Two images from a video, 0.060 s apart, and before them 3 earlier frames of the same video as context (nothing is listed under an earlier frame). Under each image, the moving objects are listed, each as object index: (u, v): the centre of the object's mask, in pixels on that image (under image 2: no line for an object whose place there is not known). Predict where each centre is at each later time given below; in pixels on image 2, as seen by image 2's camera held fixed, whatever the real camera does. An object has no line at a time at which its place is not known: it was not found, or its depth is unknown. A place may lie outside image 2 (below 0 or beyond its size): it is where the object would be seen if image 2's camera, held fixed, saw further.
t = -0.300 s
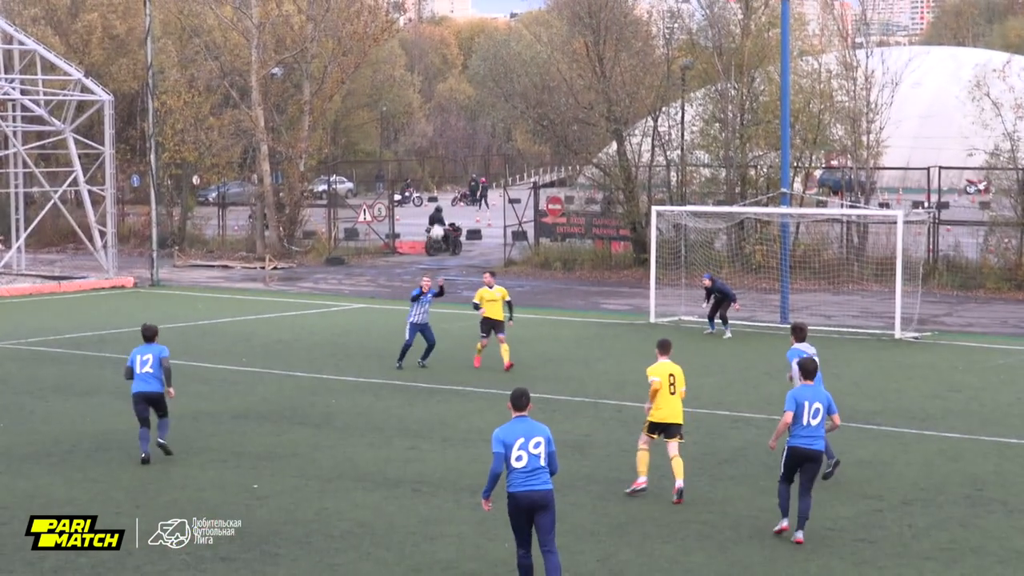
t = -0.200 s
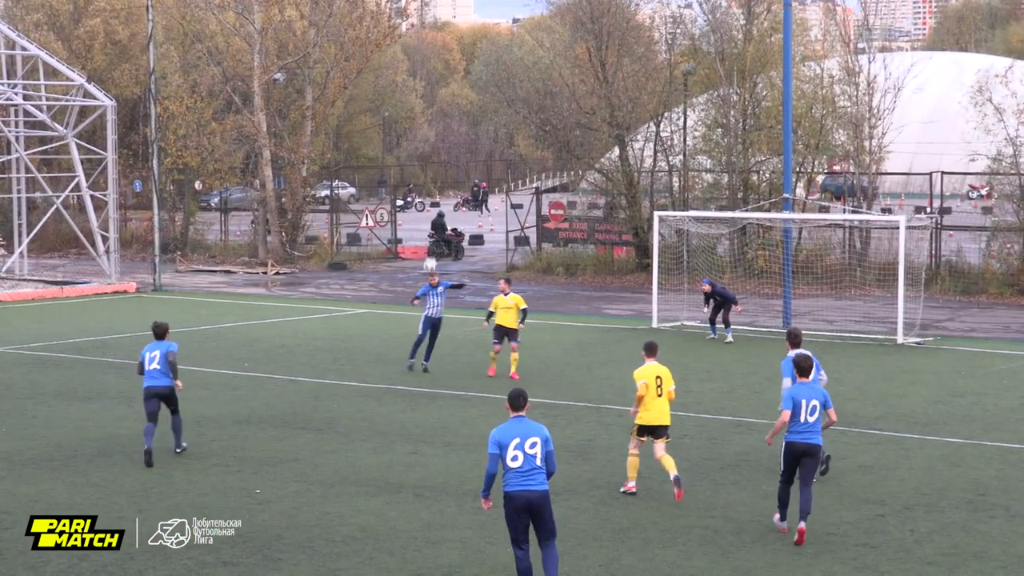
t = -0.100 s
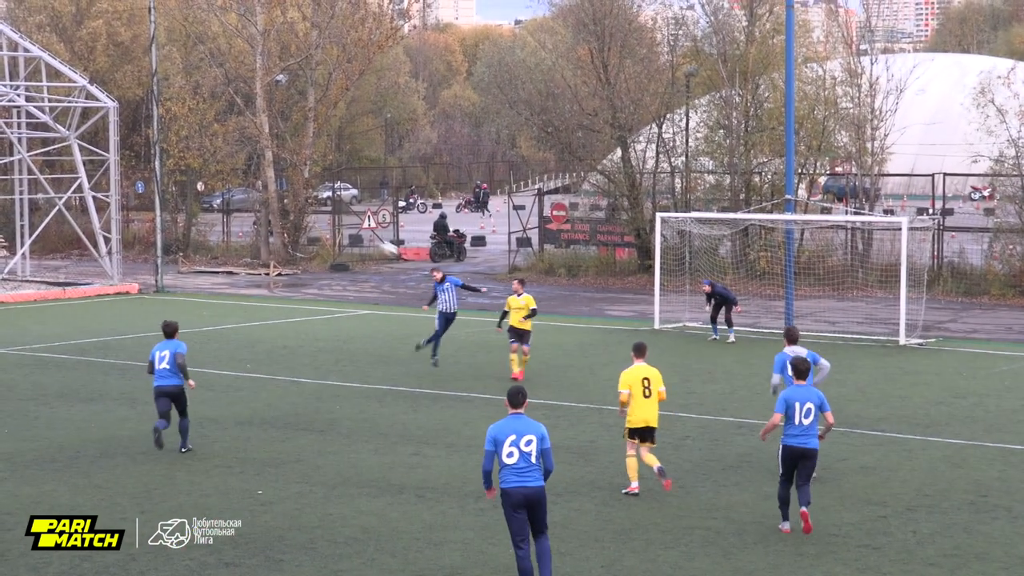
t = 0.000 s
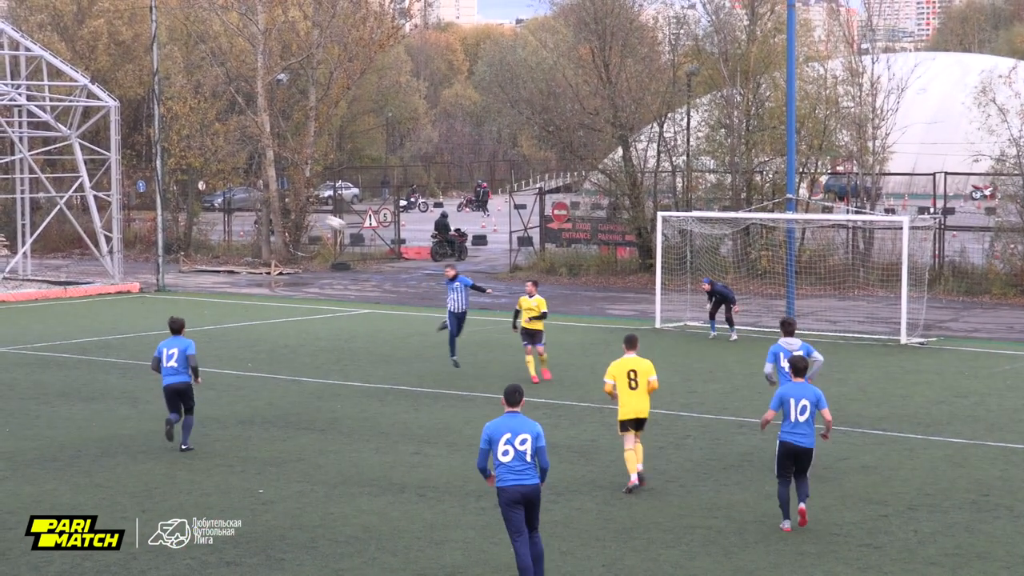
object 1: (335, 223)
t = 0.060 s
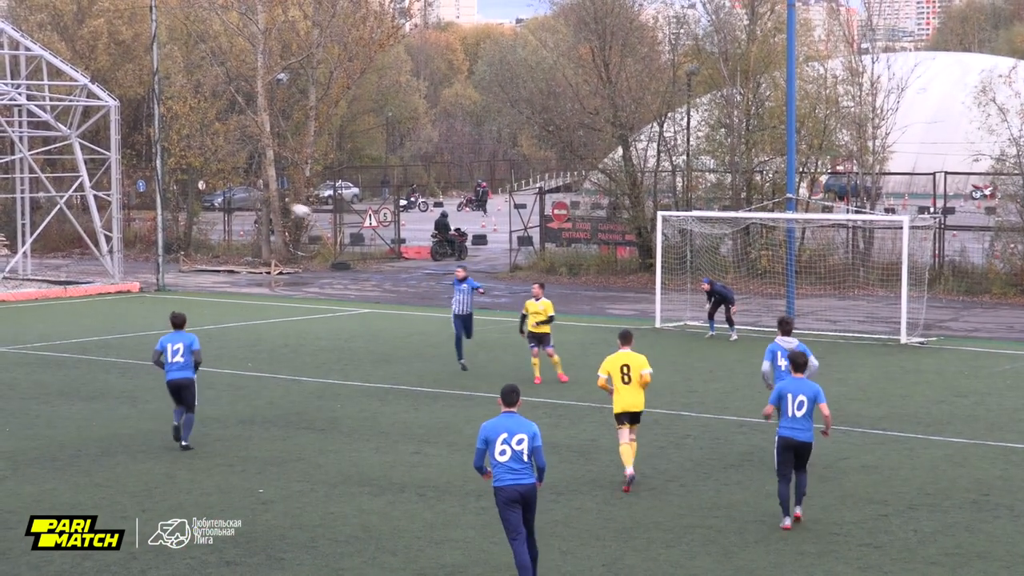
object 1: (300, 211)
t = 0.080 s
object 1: (289, 206)
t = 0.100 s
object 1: (278, 203)
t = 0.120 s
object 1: (269, 199)
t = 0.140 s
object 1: (260, 196)
